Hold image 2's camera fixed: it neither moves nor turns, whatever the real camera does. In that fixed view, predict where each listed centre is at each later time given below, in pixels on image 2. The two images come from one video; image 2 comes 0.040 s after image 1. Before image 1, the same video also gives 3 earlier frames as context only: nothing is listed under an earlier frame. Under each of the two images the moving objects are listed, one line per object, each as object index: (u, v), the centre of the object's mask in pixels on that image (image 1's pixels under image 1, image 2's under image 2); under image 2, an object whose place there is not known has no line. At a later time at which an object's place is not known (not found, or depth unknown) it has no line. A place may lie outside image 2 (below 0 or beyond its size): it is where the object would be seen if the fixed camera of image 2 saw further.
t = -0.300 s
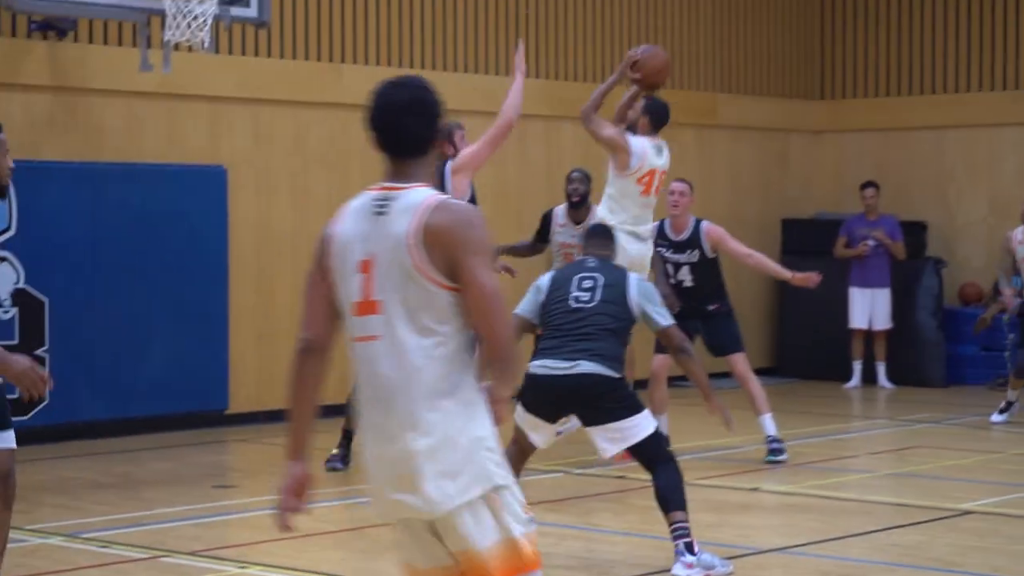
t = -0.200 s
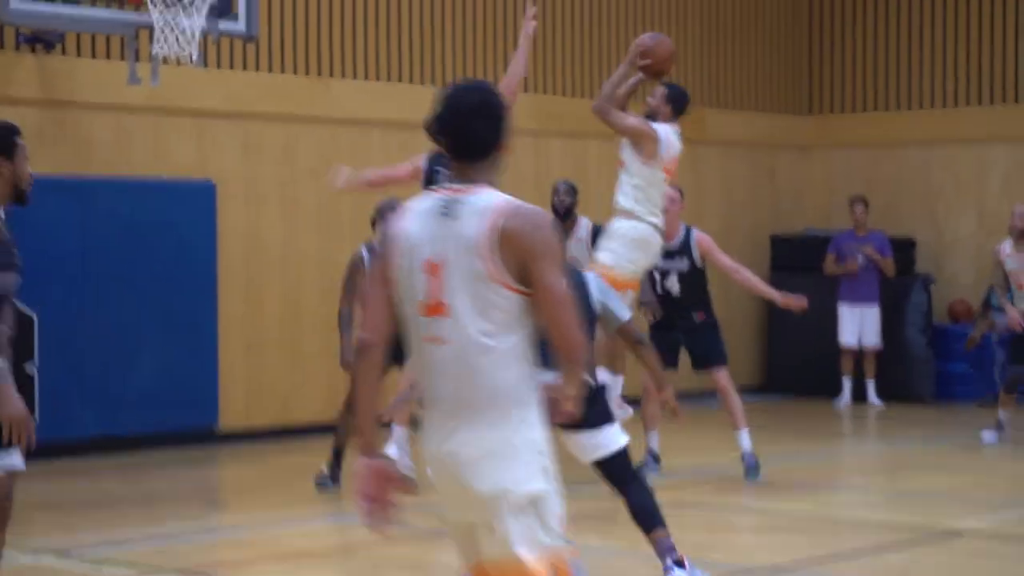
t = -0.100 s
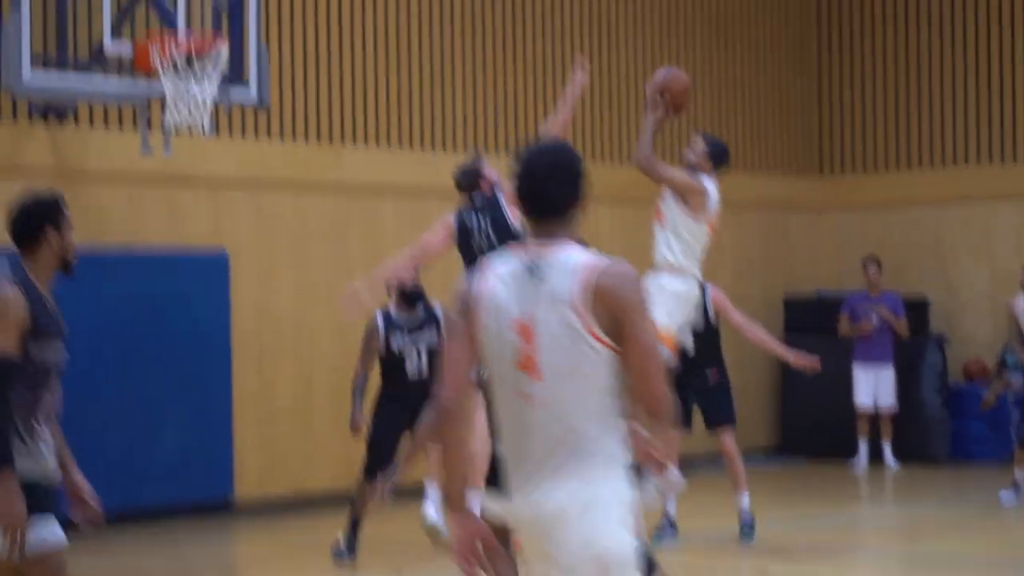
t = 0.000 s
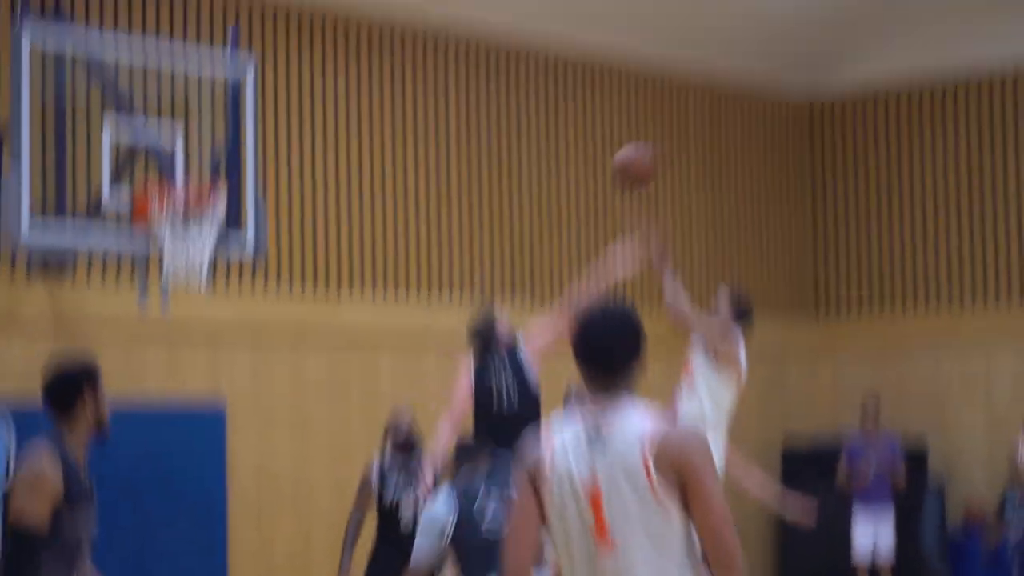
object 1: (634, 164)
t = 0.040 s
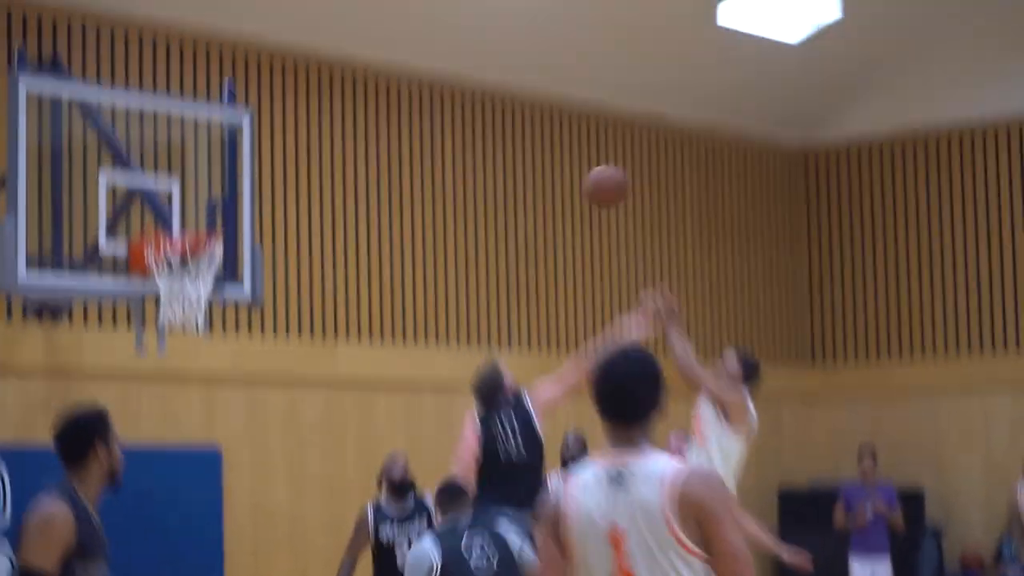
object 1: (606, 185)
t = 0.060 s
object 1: (597, 180)
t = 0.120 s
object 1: (568, 146)
